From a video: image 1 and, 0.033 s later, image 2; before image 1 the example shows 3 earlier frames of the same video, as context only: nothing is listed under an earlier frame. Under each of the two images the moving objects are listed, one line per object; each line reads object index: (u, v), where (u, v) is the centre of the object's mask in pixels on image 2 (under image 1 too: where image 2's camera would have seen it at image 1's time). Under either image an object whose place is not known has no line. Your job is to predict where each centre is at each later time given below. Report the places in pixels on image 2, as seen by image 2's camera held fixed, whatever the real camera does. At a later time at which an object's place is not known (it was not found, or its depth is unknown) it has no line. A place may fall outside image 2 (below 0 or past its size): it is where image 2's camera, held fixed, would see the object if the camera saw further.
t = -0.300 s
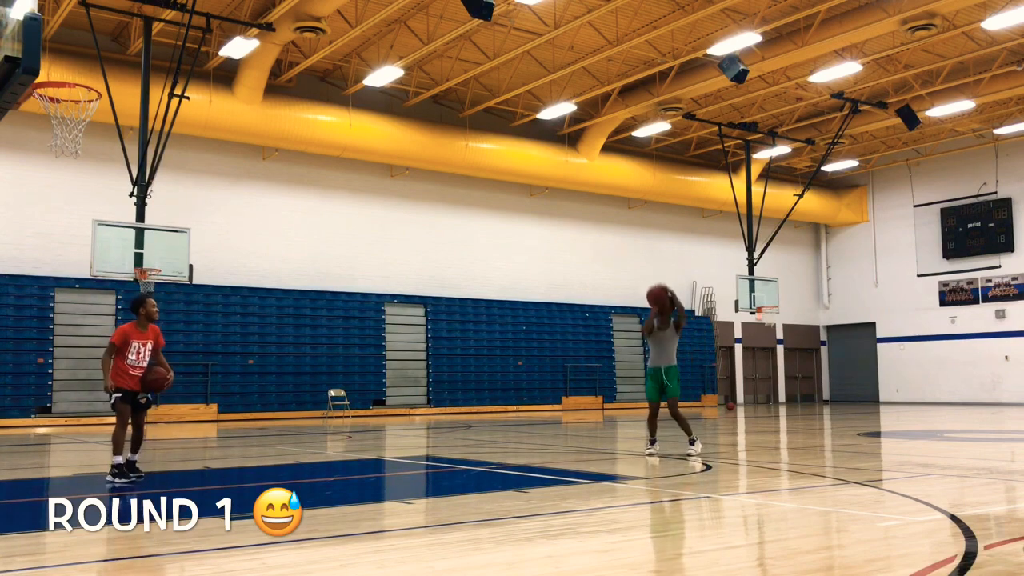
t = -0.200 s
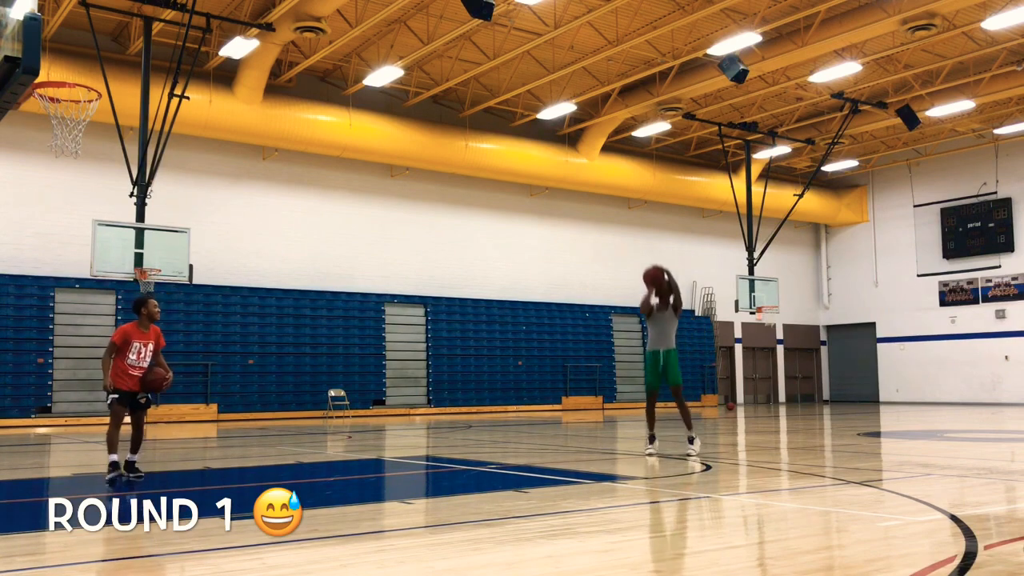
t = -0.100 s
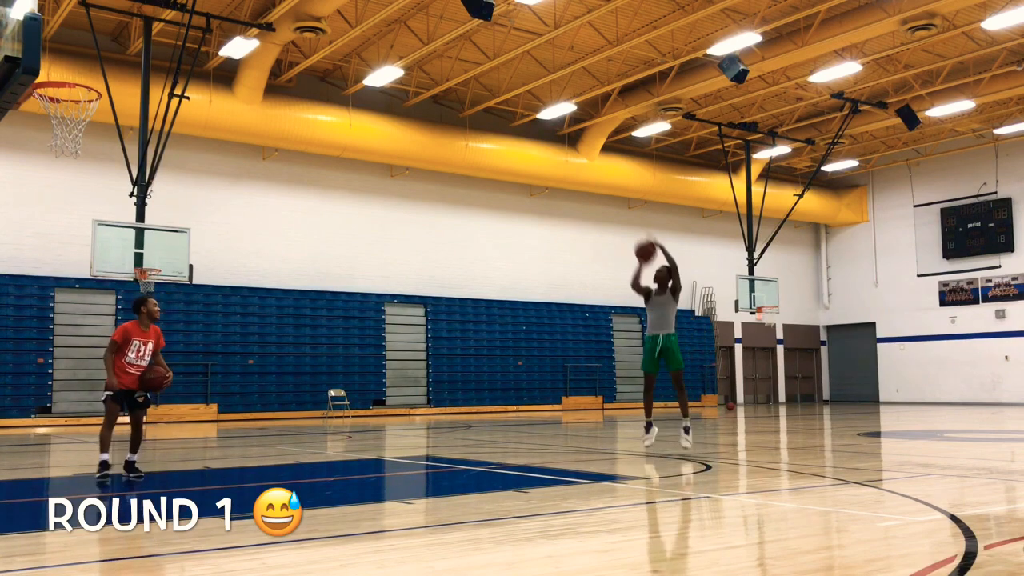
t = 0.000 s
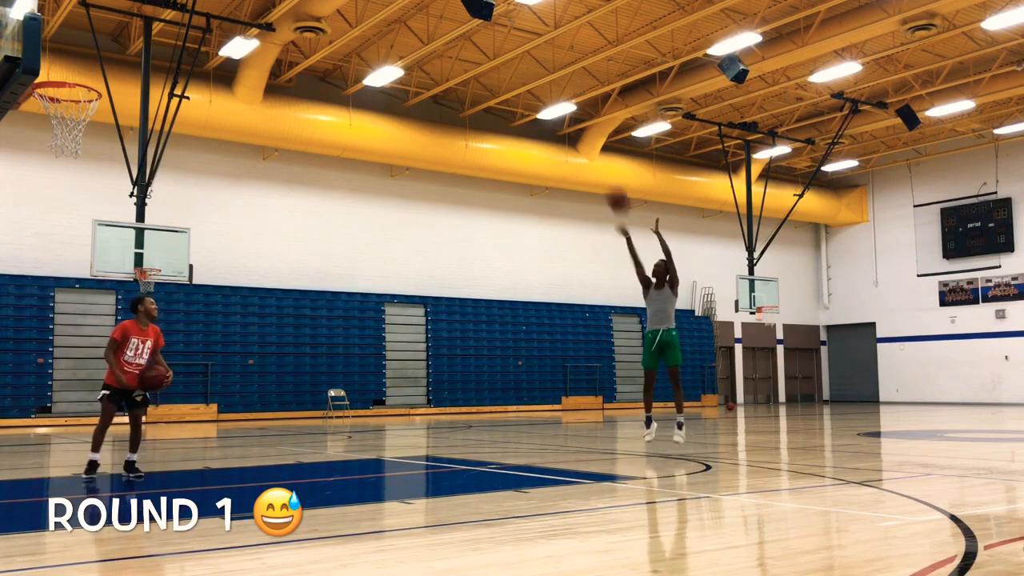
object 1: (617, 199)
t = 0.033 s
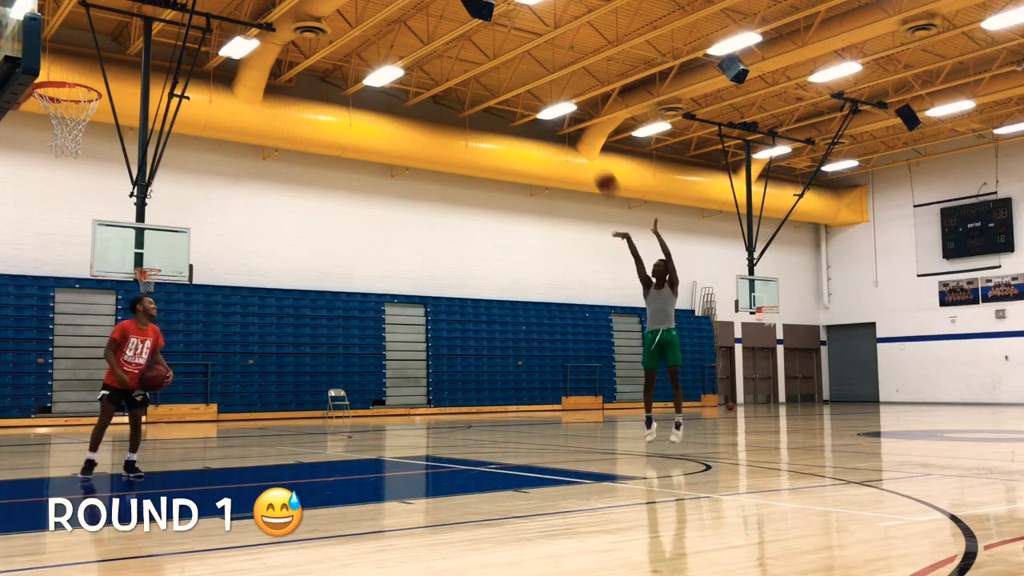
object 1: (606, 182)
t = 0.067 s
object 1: (594, 162)
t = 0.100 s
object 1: (582, 146)
